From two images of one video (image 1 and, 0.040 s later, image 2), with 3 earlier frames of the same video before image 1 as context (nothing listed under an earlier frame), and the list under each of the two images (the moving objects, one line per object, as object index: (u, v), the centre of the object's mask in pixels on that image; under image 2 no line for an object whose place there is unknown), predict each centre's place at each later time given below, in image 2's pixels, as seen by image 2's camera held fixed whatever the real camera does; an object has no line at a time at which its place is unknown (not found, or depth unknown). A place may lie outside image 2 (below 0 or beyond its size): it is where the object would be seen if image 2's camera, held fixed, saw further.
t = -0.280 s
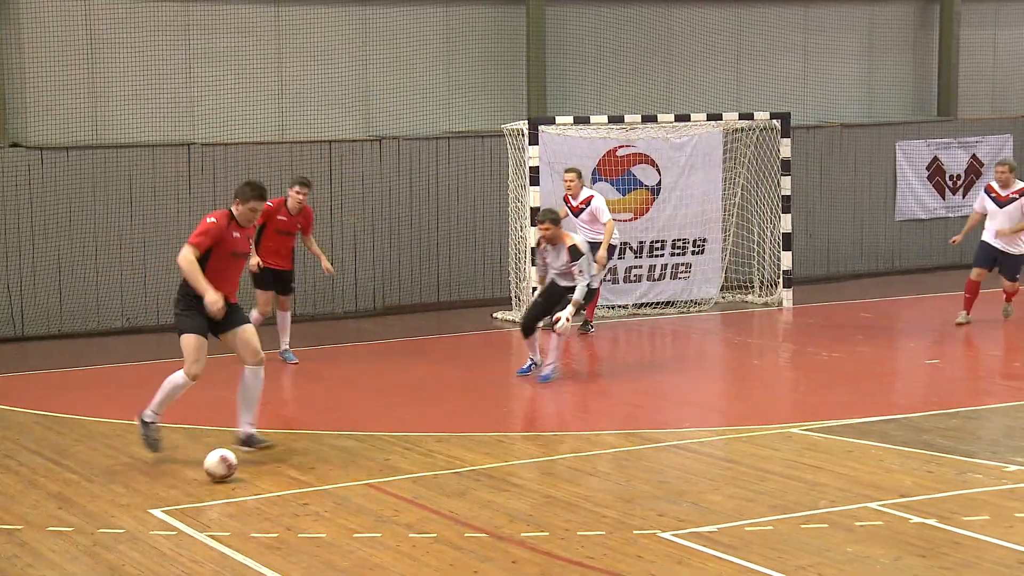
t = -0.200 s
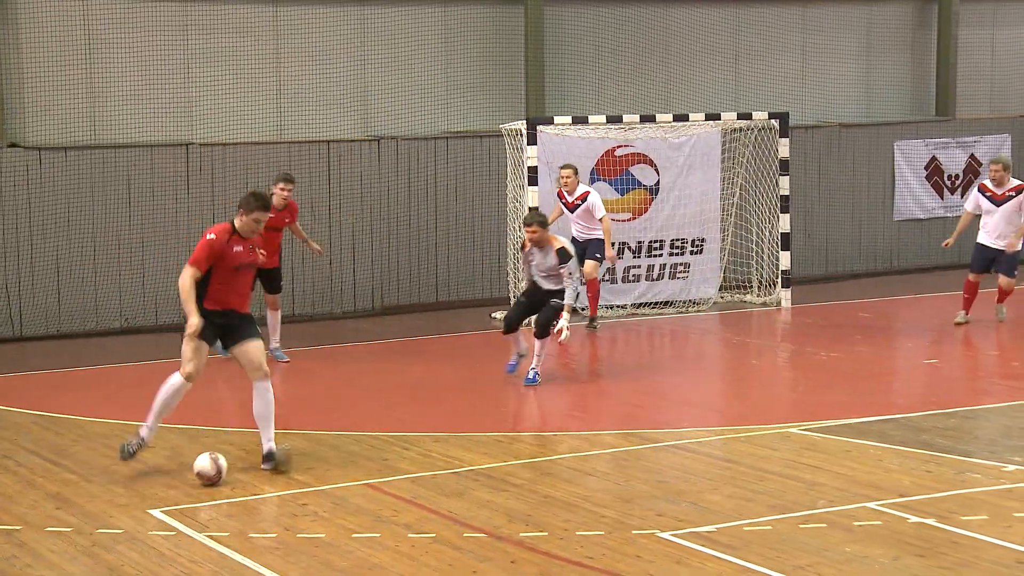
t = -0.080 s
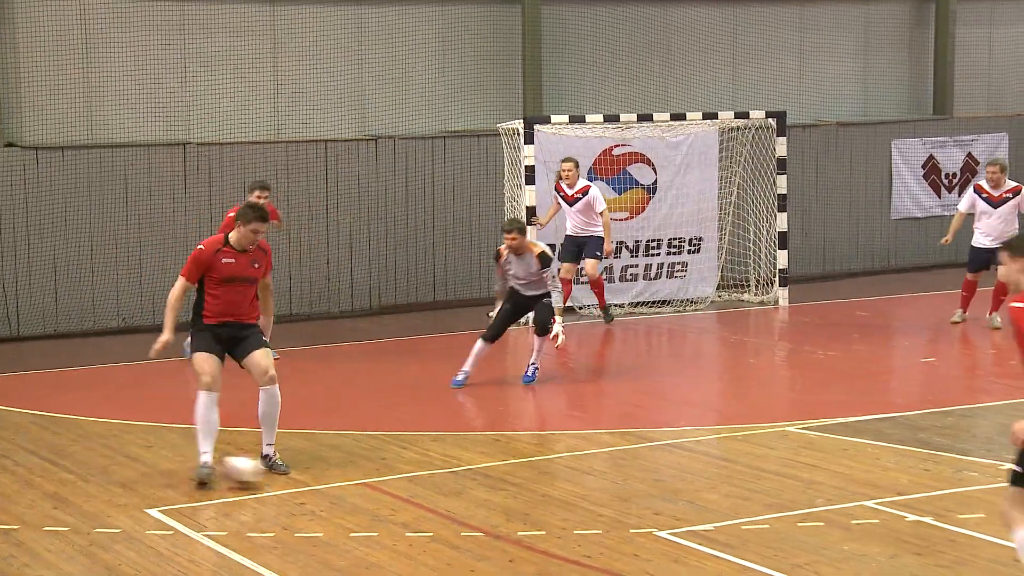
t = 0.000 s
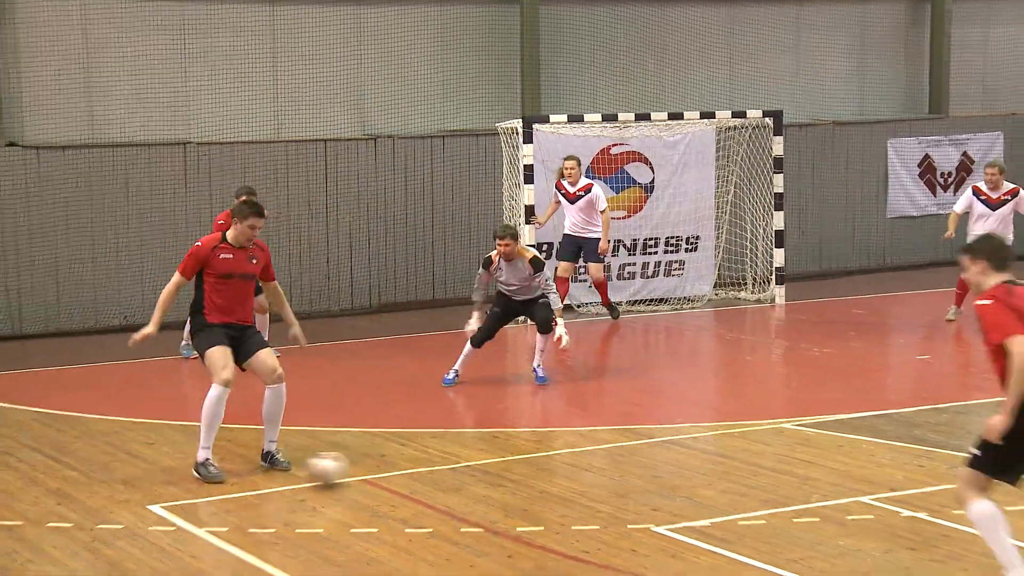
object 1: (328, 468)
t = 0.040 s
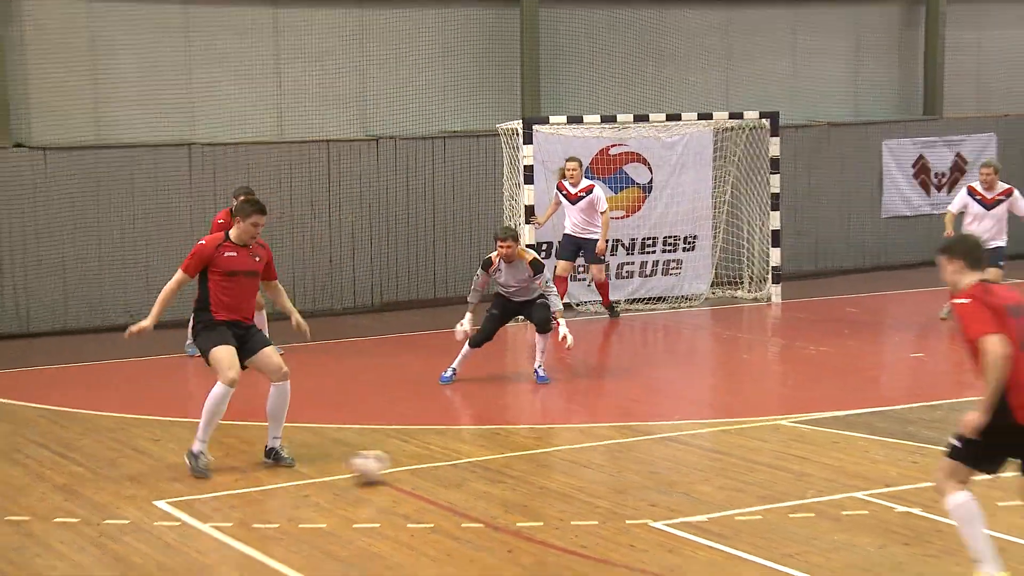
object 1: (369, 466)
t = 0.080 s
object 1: (406, 469)
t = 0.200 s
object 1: (514, 471)
